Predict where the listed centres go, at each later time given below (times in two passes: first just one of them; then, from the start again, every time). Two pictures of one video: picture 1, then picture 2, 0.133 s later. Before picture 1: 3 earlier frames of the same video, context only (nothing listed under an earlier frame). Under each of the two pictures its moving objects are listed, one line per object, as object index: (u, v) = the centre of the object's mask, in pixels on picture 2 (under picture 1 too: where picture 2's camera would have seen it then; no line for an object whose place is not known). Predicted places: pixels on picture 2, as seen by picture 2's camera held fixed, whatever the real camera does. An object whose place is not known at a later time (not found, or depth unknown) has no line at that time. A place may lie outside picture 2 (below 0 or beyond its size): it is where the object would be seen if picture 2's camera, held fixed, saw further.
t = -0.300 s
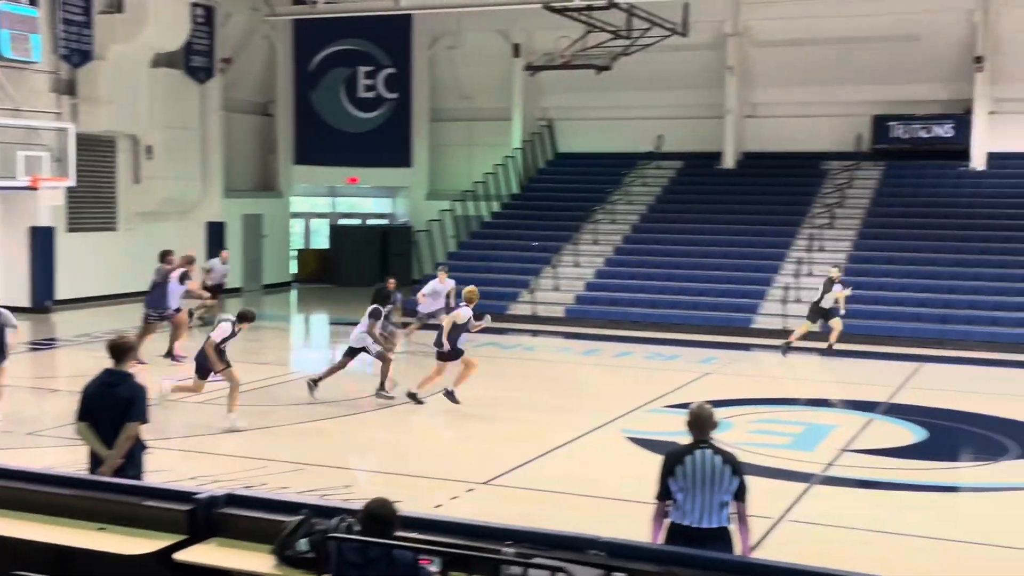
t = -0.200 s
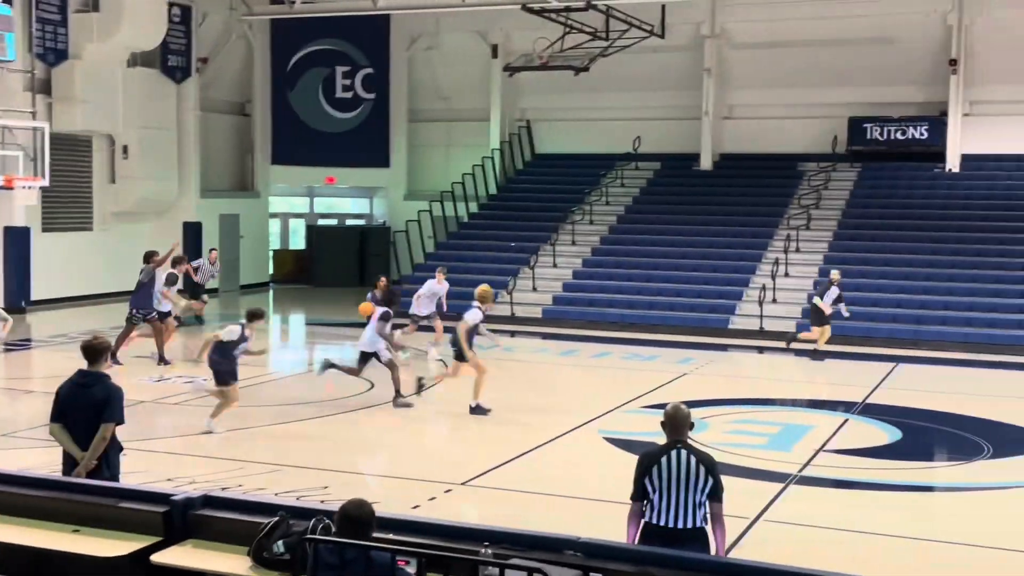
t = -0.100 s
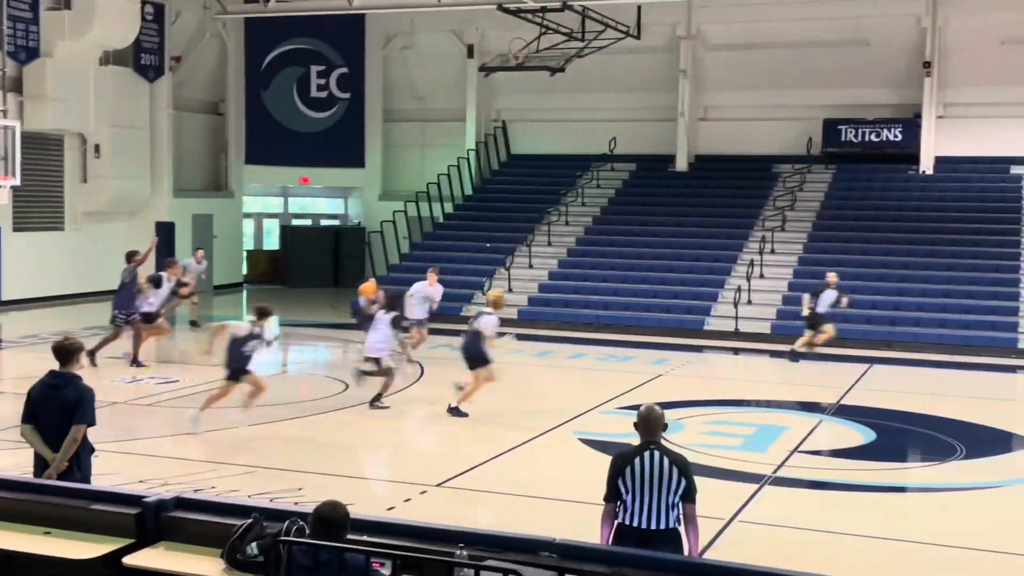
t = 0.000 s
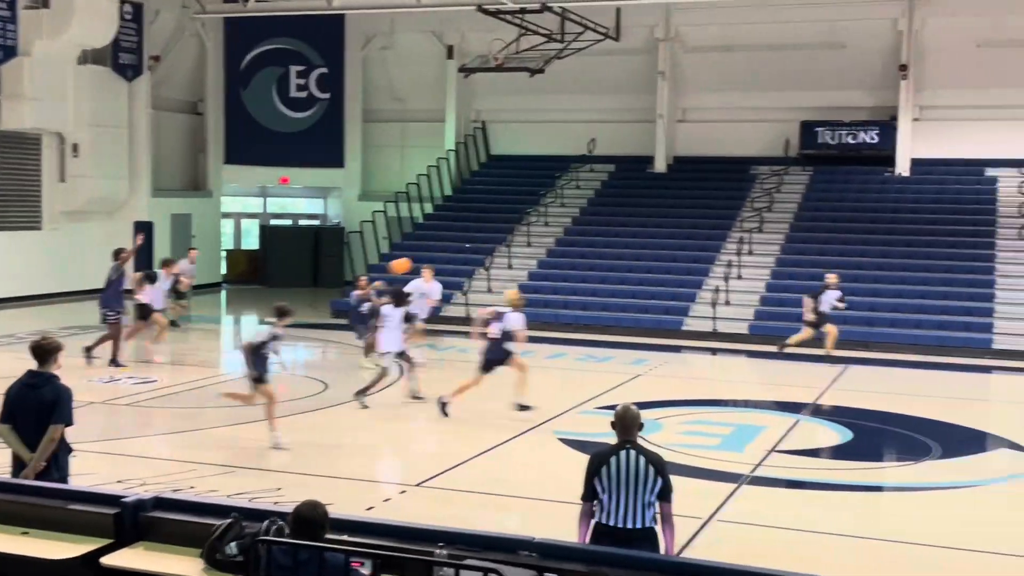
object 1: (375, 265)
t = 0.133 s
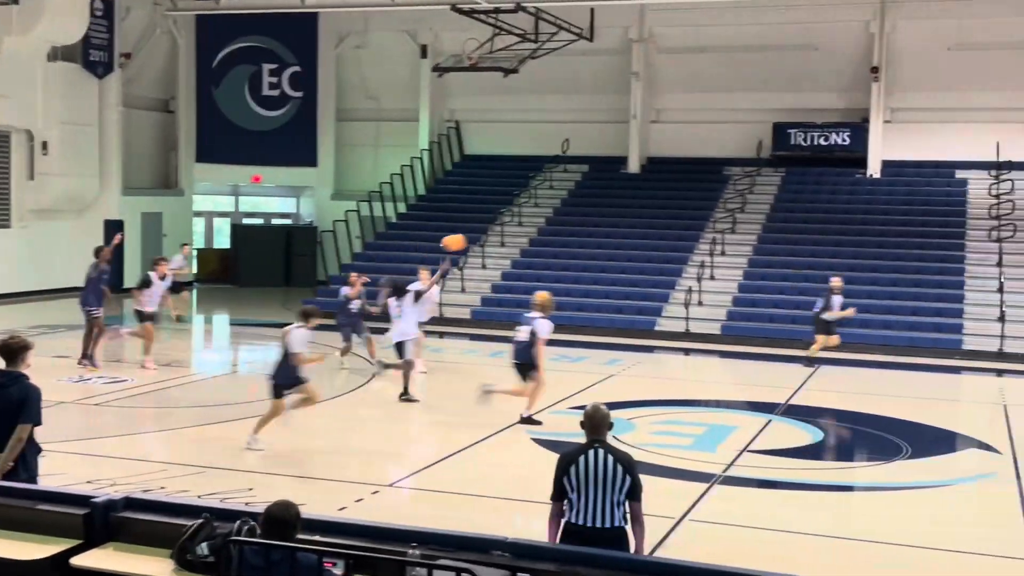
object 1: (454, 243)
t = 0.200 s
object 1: (495, 235)
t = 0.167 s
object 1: (474, 239)
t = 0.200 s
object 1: (495, 235)
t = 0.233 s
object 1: (517, 231)
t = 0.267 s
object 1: (539, 229)
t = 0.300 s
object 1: (560, 228)
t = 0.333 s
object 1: (583, 226)
